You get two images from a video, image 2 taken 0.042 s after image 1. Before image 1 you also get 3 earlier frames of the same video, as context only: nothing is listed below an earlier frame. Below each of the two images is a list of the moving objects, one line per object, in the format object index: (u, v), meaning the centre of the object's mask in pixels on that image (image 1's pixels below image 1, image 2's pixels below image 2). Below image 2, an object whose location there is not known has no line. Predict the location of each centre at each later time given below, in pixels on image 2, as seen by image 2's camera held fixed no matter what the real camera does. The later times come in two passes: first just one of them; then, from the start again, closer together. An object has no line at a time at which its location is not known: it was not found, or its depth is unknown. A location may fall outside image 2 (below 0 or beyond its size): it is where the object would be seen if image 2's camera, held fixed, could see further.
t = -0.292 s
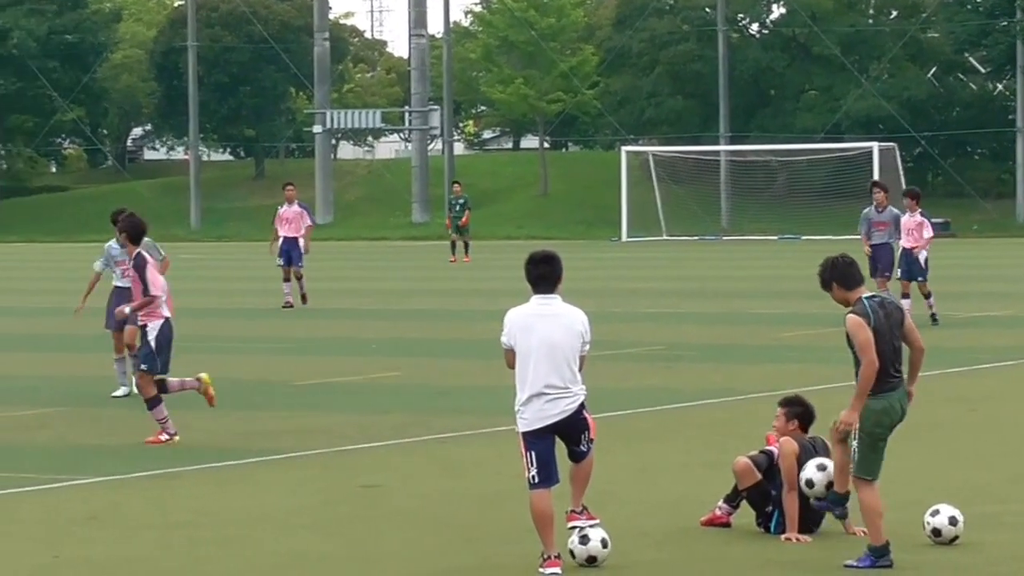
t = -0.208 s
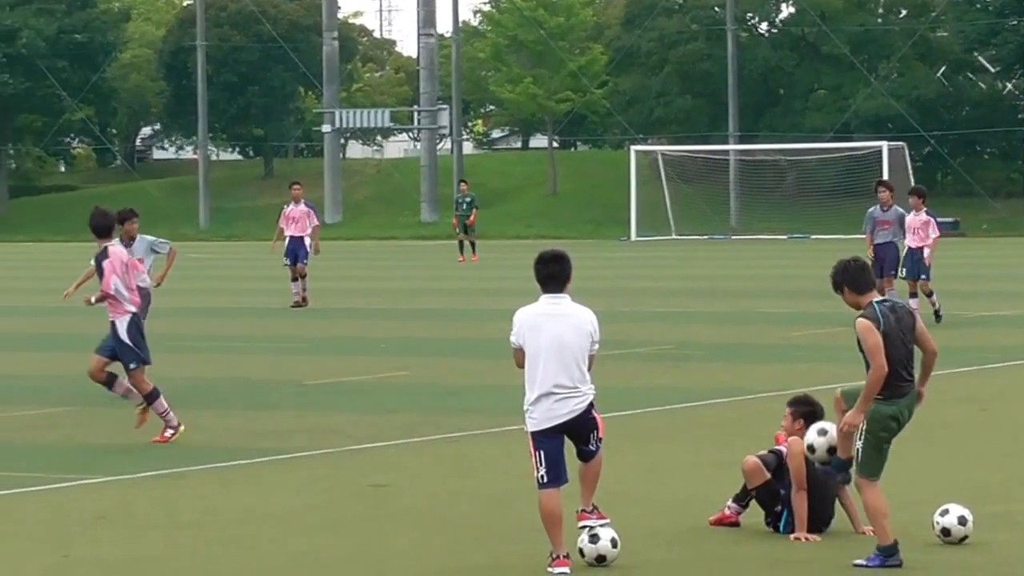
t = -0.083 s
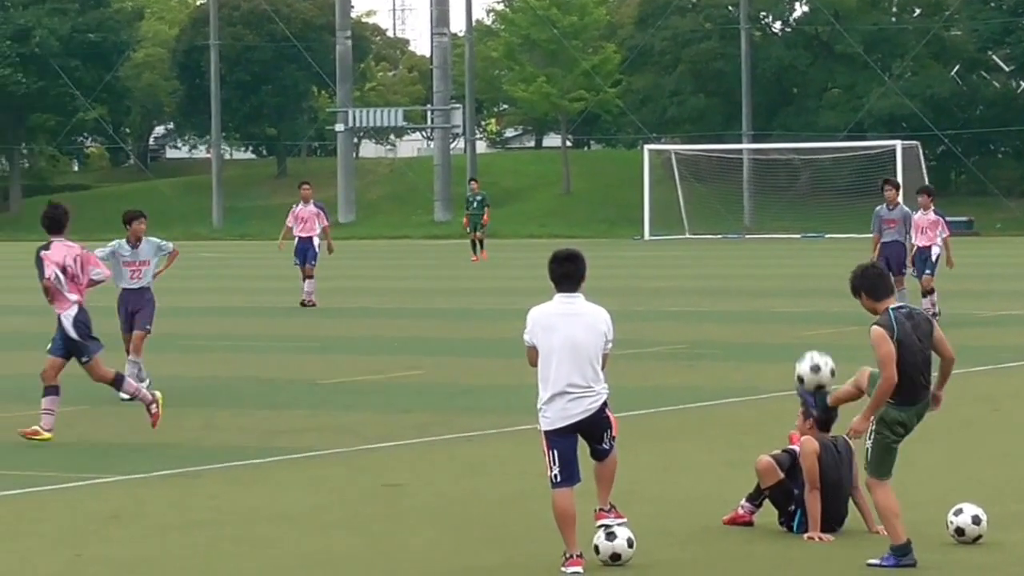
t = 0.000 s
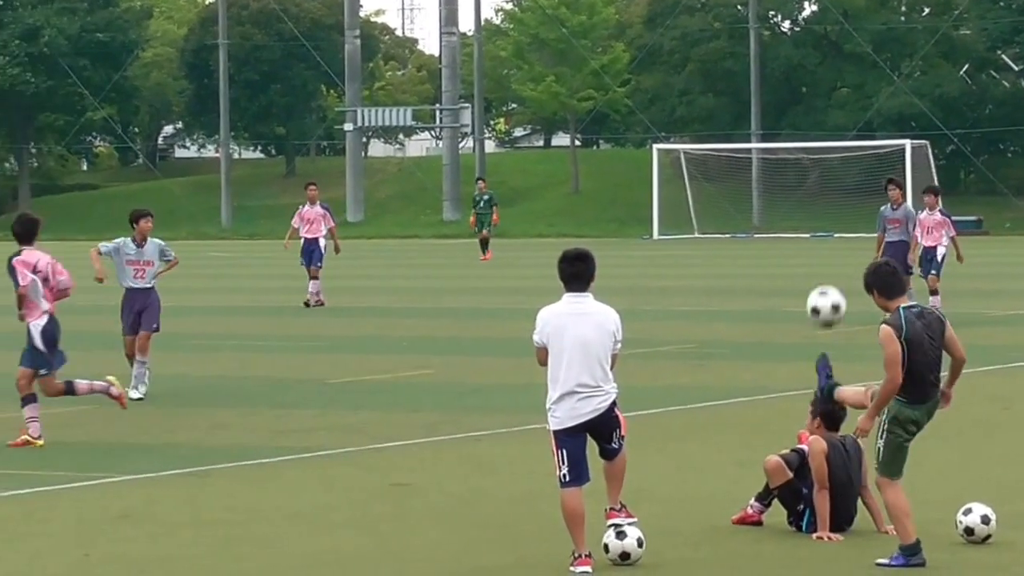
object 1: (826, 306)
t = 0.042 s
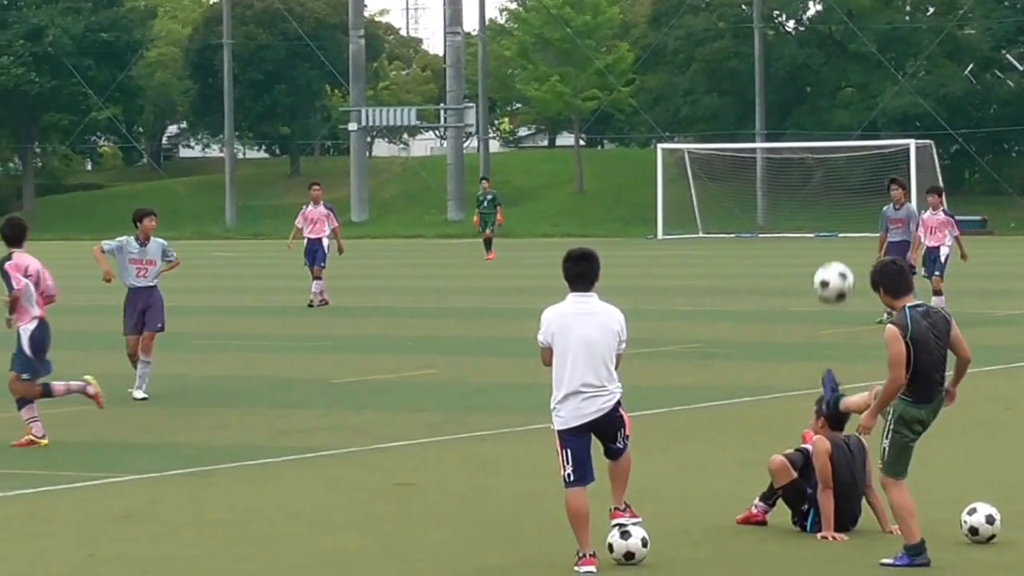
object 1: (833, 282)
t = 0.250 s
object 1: (855, 178)
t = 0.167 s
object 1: (846, 208)
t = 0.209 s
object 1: (850, 193)
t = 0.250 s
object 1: (855, 178)
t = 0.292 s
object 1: (858, 168)
